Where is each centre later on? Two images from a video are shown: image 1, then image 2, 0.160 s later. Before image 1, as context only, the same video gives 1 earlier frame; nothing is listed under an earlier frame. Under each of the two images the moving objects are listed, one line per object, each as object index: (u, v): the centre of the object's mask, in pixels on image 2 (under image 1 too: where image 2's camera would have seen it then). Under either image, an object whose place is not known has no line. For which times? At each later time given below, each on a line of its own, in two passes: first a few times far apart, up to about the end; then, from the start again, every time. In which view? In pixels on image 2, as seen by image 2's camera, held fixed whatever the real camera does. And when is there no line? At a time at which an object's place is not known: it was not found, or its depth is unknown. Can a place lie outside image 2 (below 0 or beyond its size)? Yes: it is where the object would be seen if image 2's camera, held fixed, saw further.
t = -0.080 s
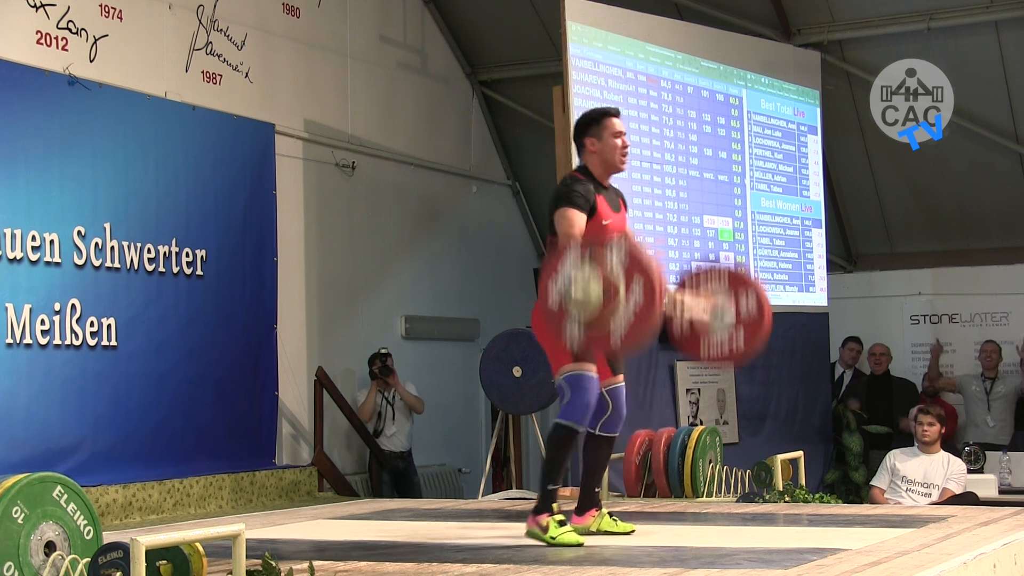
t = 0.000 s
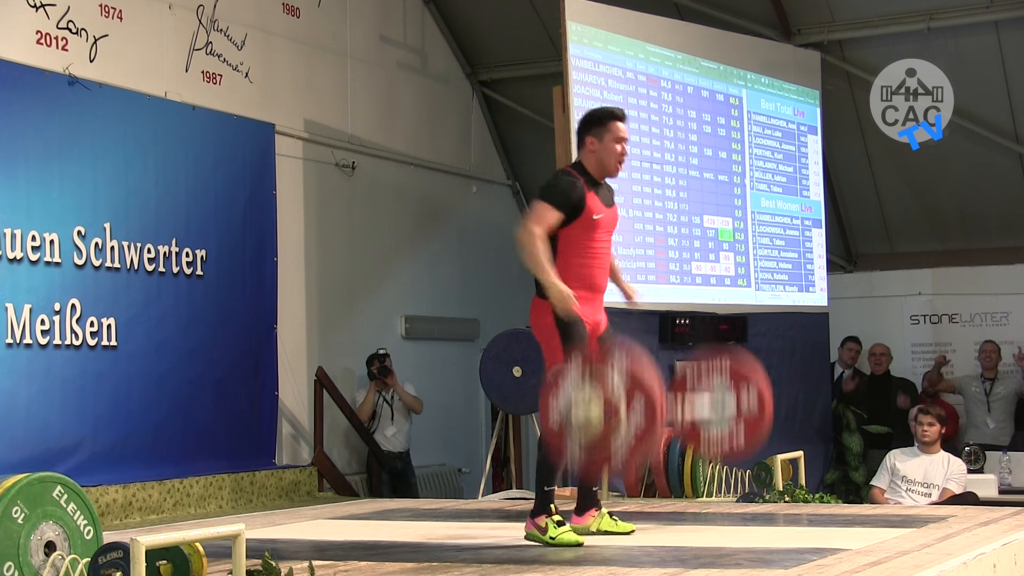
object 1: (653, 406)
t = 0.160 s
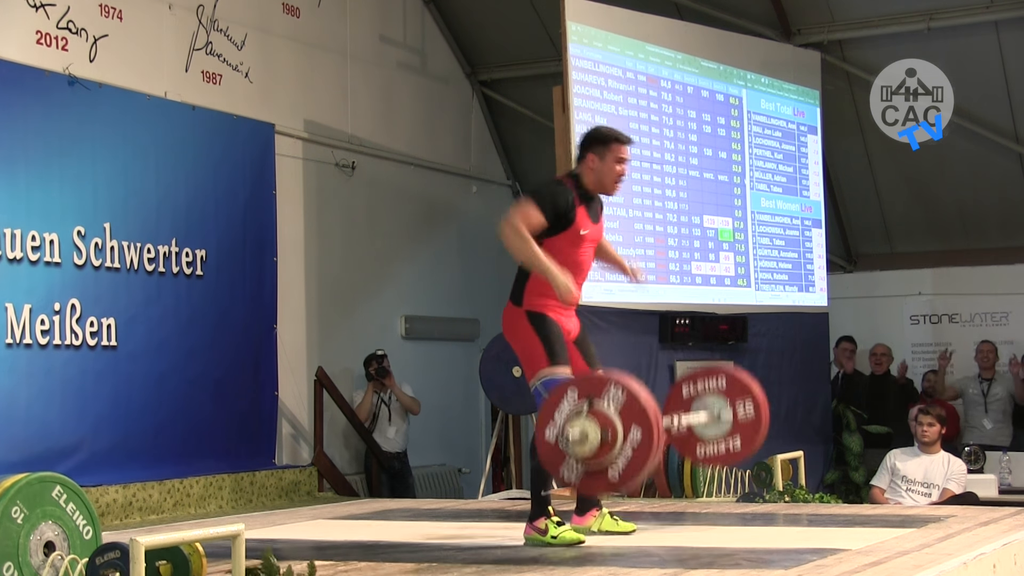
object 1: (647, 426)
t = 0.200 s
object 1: (646, 407)
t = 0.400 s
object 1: (639, 373)
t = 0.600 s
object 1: (636, 437)
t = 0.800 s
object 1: (632, 463)
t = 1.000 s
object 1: (633, 475)
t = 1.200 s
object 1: (630, 482)
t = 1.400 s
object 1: (625, 483)
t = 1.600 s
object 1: (621, 483)
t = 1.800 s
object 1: (619, 483)
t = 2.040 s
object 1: (620, 483)
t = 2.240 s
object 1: (621, 483)
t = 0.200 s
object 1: (646, 407)
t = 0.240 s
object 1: (644, 391)
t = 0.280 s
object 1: (642, 381)
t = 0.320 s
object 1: (641, 374)
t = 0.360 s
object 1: (640, 372)
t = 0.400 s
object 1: (639, 373)
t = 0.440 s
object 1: (638, 377)
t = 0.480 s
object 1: (637, 386)
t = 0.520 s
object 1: (637, 400)
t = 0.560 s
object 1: (637, 416)
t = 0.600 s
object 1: (636, 437)
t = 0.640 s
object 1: (635, 462)
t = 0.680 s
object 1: (634, 468)
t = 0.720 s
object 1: (633, 473)
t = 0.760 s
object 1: (633, 469)
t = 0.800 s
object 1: (632, 463)
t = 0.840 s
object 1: (633, 462)
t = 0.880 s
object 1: (634, 464)
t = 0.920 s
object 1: (634, 471)
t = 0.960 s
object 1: (634, 474)
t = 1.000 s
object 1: (633, 475)
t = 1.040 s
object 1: (633, 480)
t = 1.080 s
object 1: (632, 483)
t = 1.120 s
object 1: (632, 481)
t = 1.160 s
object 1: (631, 481)
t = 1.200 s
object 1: (630, 482)
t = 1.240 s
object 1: (629, 484)
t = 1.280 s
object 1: (628, 483)
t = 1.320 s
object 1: (627, 483)
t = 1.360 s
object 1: (626, 483)
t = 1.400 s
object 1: (625, 483)
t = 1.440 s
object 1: (624, 483)
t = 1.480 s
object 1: (623, 483)
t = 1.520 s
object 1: (623, 483)
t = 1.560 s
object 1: (622, 483)
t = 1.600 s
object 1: (621, 483)
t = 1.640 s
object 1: (621, 483)
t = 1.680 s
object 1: (620, 483)
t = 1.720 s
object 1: (620, 483)
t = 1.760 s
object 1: (620, 483)
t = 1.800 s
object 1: (619, 483)
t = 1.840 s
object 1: (619, 483)
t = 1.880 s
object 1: (619, 483)
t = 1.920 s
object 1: (619, 483)
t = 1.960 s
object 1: (619, 483)
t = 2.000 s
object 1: (619, 483)
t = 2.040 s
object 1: (620, 483)
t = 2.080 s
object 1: (620, 483)
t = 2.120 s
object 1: (620, 483)
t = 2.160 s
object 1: (620, 483)
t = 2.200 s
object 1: (621, 483)
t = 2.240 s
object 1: (621, 483)
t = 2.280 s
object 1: (621, 483)
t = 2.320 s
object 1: (622, 483)
